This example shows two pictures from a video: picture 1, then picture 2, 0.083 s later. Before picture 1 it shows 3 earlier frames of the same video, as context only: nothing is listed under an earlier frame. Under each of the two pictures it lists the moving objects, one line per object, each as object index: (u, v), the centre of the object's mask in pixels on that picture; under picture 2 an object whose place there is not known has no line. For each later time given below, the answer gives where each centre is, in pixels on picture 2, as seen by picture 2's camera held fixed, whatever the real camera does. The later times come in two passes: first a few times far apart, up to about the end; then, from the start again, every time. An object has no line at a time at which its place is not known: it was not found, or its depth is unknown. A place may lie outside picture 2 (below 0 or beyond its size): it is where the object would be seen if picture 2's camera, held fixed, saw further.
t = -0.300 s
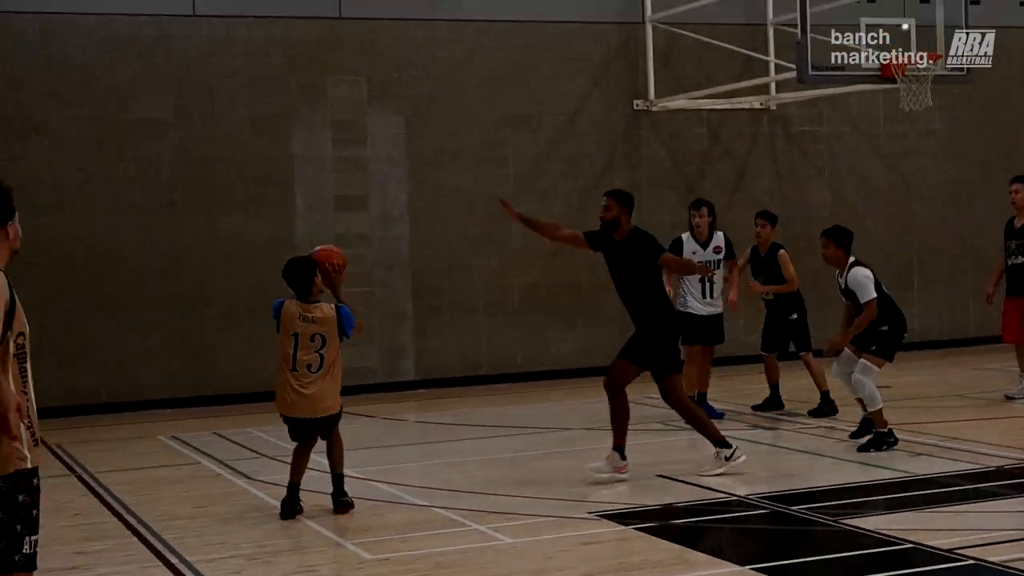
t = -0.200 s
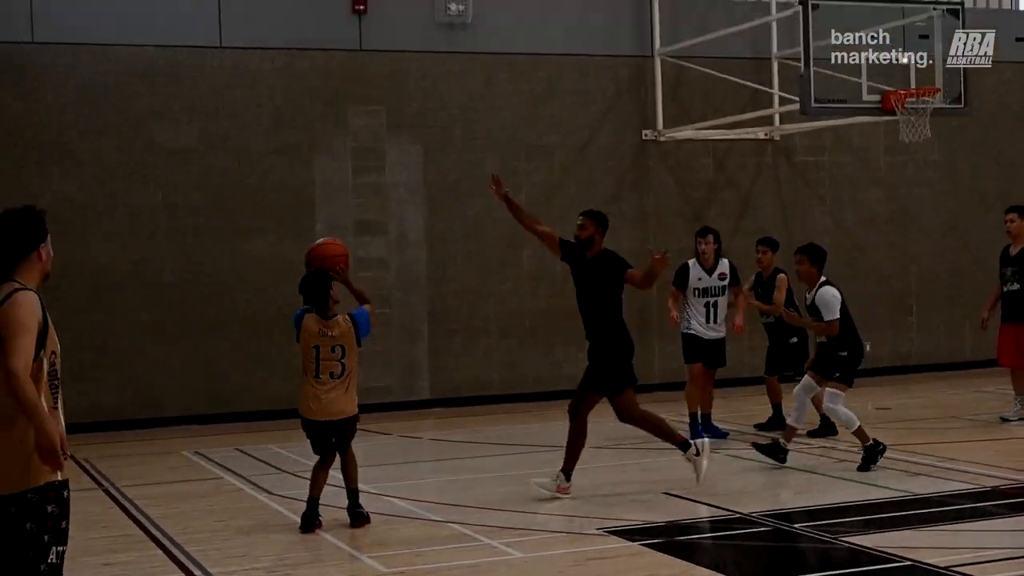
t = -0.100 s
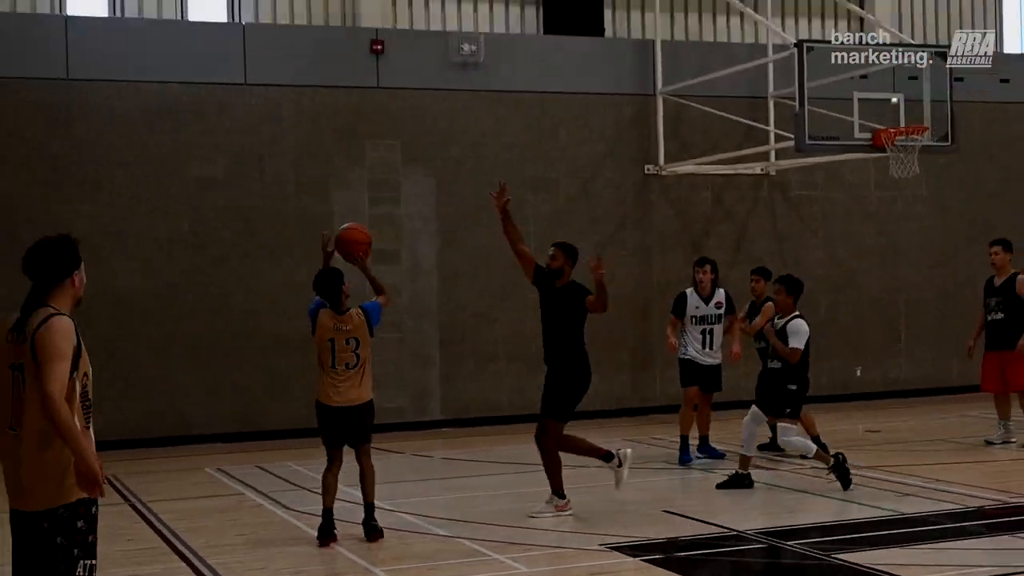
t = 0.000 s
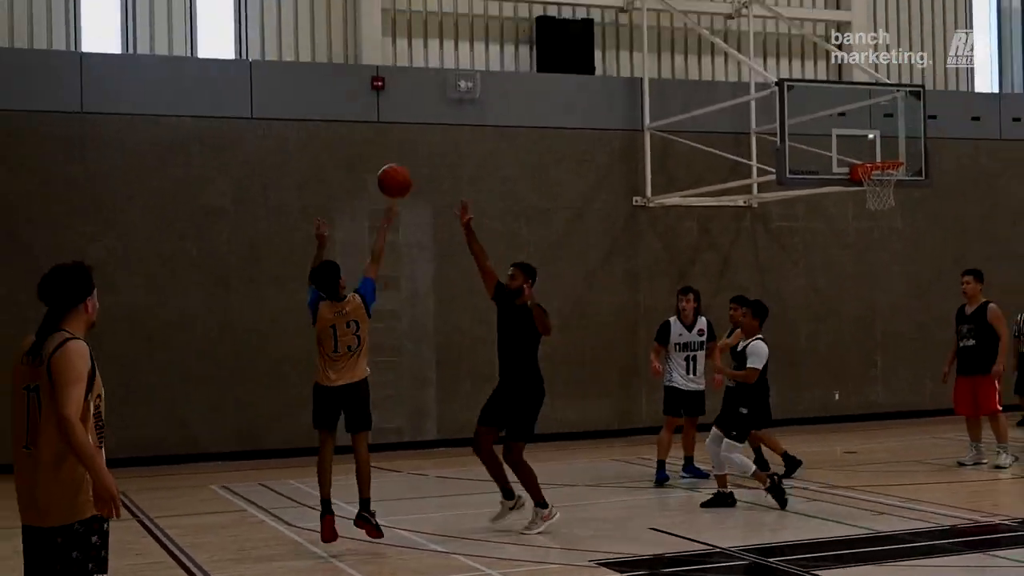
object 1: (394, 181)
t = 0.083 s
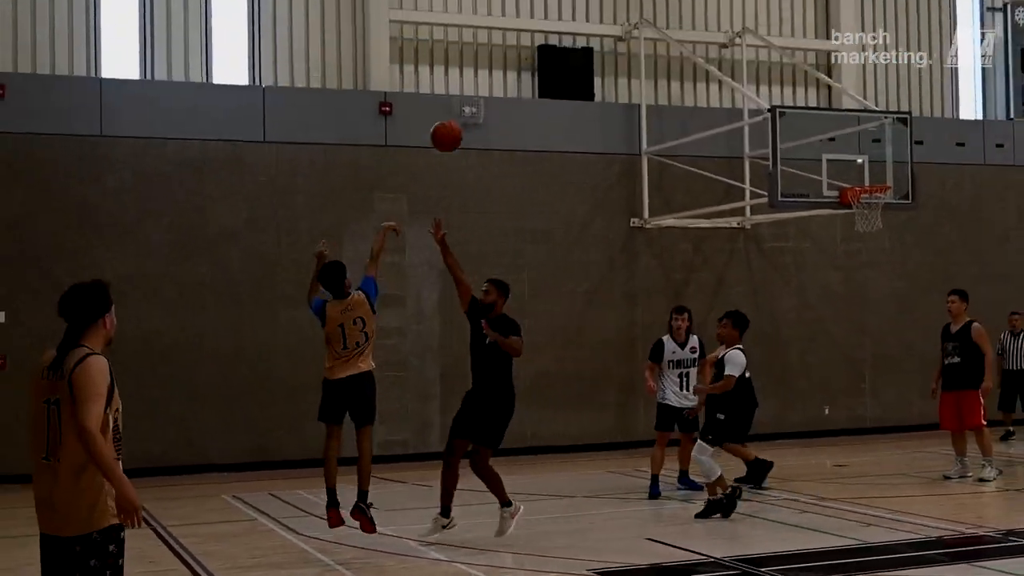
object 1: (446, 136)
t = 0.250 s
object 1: (527, 42)
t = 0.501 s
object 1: (630, -24)
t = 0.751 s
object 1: (717, -16)
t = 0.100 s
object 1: (455, 123)
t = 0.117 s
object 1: (464, 113)
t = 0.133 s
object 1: (472, 101)
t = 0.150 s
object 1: (480, 91)
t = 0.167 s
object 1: (489, 82)
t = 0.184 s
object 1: (496, 73)
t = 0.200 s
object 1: (504, 65)
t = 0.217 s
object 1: (512, 57)
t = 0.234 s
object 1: (520, 50)
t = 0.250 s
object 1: (527, 42)
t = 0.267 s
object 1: (535, 34)
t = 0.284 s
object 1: (542, 28)
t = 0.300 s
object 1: (549, 21)
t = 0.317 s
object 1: (557, 15)
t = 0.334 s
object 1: (564, 10)
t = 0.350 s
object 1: (570, 6)
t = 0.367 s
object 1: (577, 1)
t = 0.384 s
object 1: (585, -4)
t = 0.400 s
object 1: (591, -8)
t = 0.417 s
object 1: (598, -12)
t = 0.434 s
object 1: (605, -15)
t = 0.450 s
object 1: (612, -17)
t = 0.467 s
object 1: (618, -20)
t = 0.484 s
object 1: (625, -22)
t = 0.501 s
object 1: (630, -24)
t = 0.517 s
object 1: (637, -26)
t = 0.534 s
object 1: (642, -27)
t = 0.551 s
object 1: (649, -27)
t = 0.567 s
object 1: (655, -28)
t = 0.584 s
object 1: (661, -28)
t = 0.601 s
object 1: (667, -28)
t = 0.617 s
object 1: (673, -28)
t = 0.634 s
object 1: (678, -27)
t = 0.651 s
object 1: (684, -27)
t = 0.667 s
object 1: (689, -26)
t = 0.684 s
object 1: (695, -24)
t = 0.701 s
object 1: (701, -22)
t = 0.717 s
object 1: (706, -21)
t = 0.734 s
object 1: (711, -18)
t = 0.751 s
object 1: (717, -16)
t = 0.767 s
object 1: (722, -13)
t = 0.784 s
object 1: (727, -10)
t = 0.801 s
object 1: (732, -7)
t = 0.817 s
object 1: (737, -3)
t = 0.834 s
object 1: (742, 1)
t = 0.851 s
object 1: (747, 5)
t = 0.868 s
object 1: (752, 9)
